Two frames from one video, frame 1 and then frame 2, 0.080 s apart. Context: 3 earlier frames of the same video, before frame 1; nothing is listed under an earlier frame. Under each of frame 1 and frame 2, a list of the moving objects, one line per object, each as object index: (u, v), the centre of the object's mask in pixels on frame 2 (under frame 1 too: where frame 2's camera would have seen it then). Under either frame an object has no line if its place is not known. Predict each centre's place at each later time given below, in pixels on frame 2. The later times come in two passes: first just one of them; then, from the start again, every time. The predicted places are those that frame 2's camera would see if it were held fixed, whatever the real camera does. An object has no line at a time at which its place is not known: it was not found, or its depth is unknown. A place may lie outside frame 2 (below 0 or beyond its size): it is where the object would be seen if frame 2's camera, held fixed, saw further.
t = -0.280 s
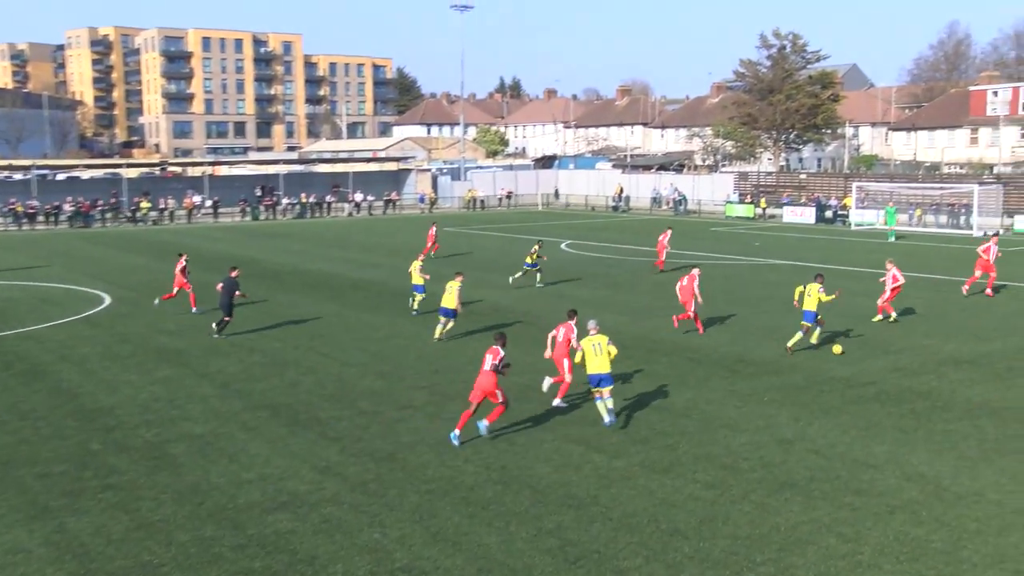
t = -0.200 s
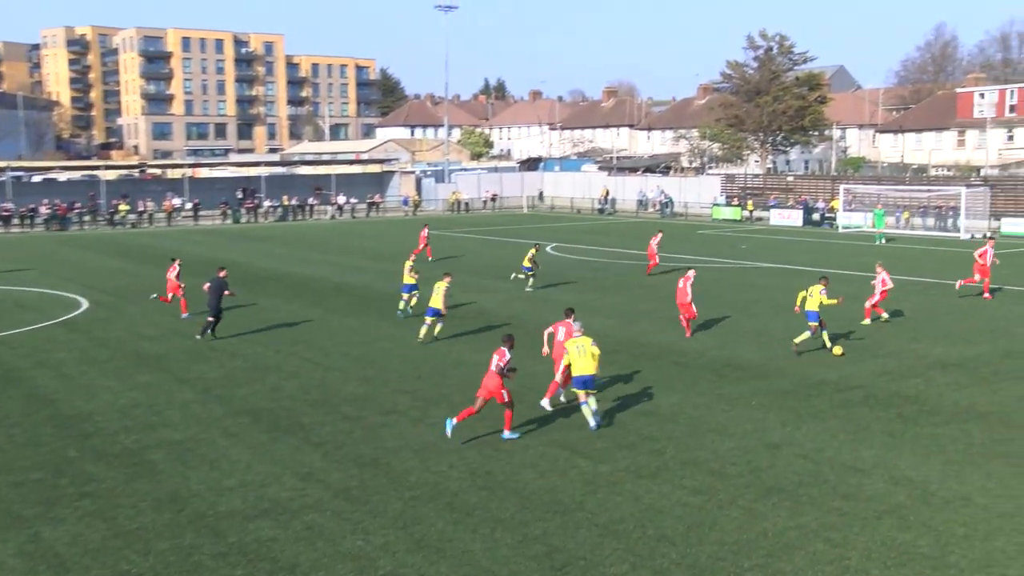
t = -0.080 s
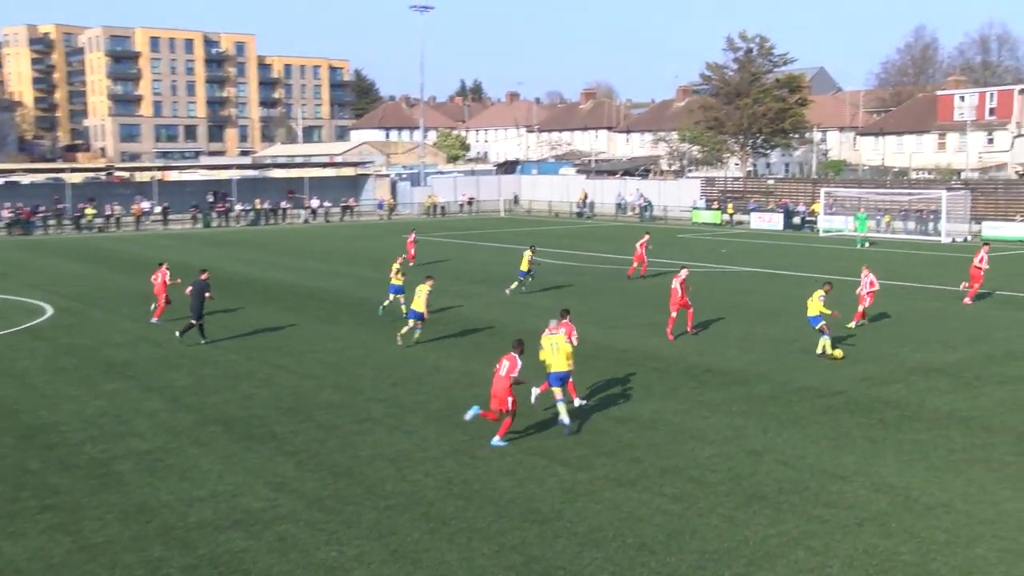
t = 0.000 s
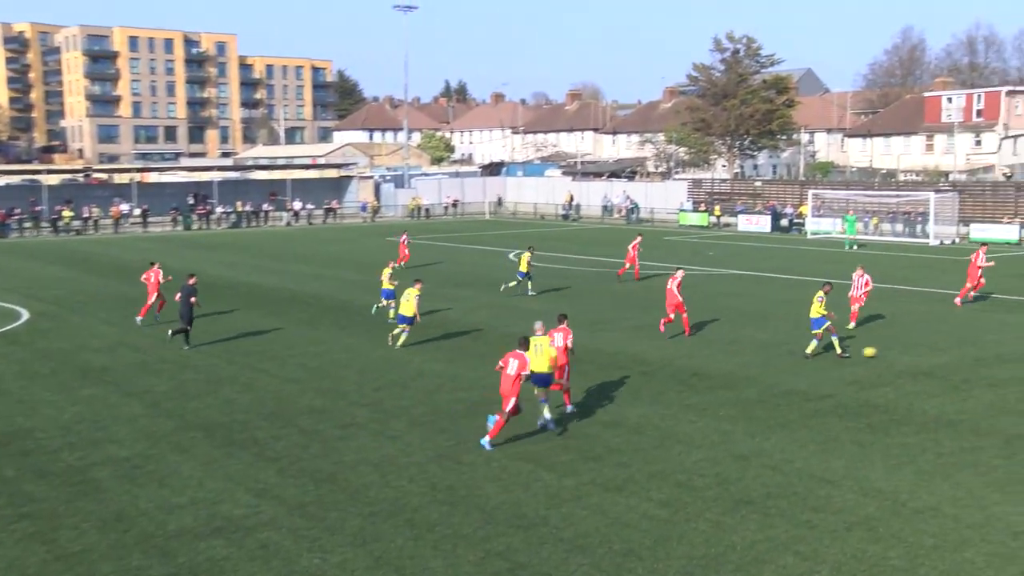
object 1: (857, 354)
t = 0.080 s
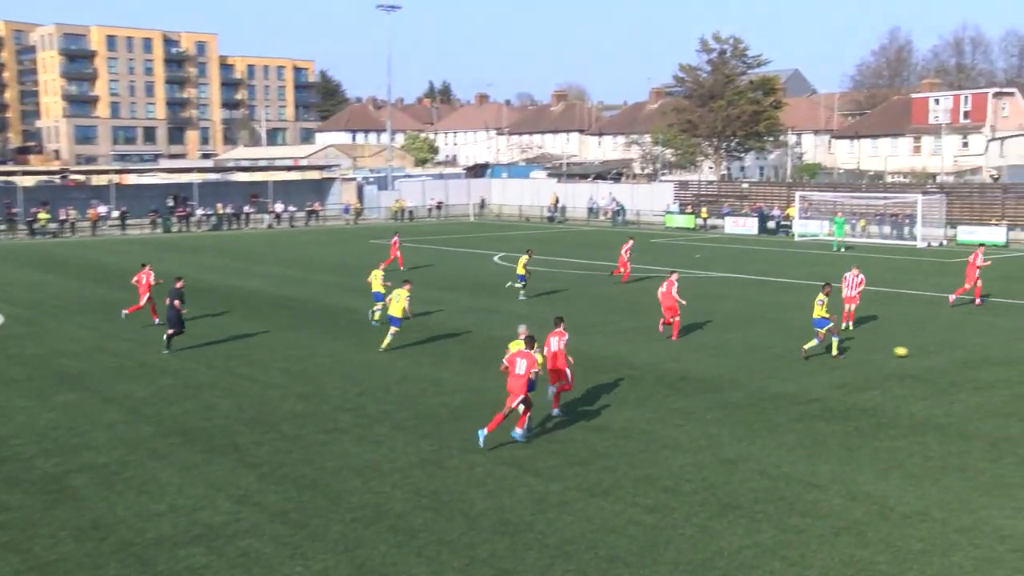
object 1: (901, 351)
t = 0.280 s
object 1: (999, 347)
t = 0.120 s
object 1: (922, 351)
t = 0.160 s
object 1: (942, 350)
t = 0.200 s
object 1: (962, 348)
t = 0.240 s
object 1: (980, 347)
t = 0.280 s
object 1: (999, 347)
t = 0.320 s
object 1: (1017, 347)
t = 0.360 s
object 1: (1034, 346)
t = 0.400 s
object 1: (1050, 345)
